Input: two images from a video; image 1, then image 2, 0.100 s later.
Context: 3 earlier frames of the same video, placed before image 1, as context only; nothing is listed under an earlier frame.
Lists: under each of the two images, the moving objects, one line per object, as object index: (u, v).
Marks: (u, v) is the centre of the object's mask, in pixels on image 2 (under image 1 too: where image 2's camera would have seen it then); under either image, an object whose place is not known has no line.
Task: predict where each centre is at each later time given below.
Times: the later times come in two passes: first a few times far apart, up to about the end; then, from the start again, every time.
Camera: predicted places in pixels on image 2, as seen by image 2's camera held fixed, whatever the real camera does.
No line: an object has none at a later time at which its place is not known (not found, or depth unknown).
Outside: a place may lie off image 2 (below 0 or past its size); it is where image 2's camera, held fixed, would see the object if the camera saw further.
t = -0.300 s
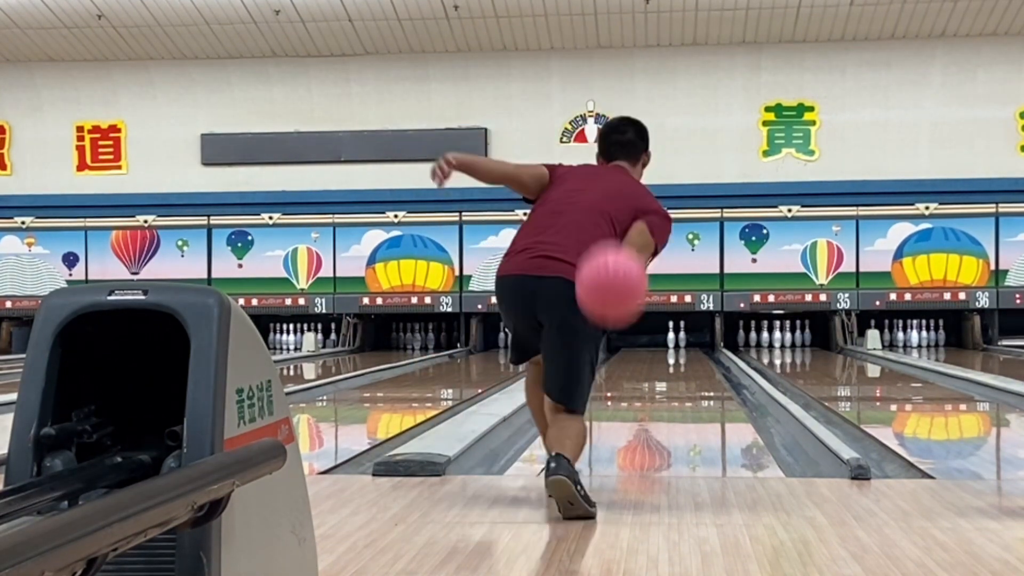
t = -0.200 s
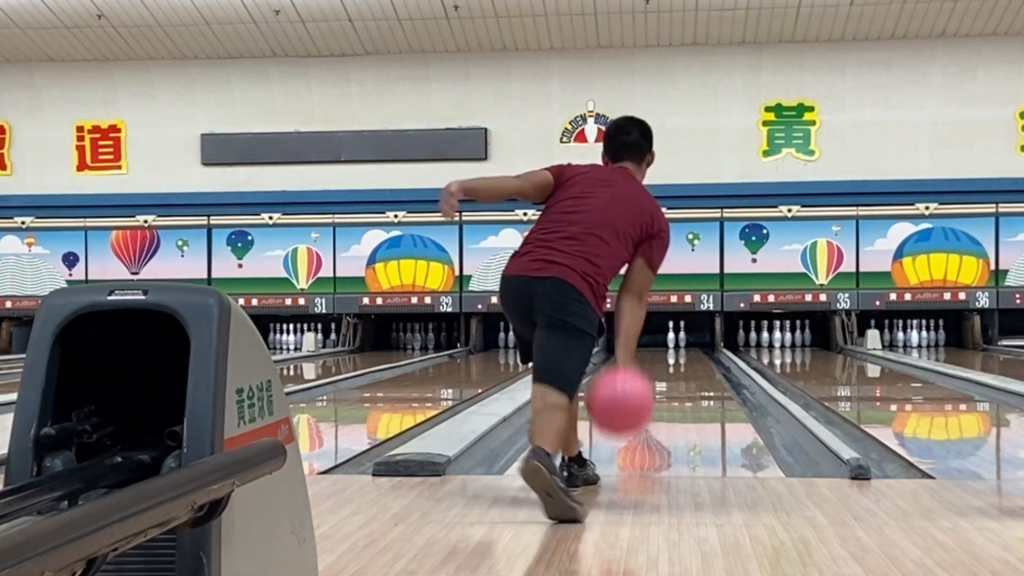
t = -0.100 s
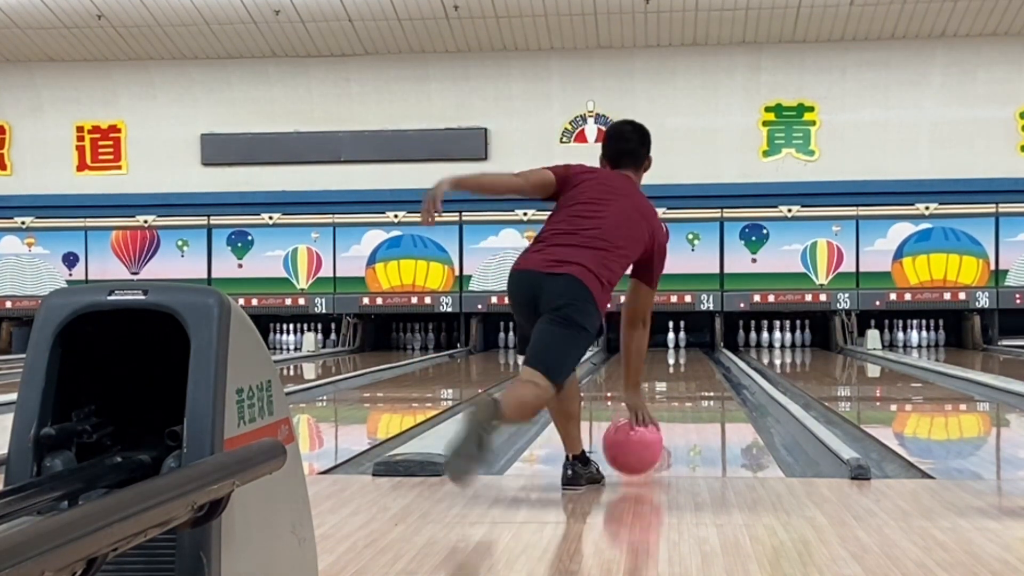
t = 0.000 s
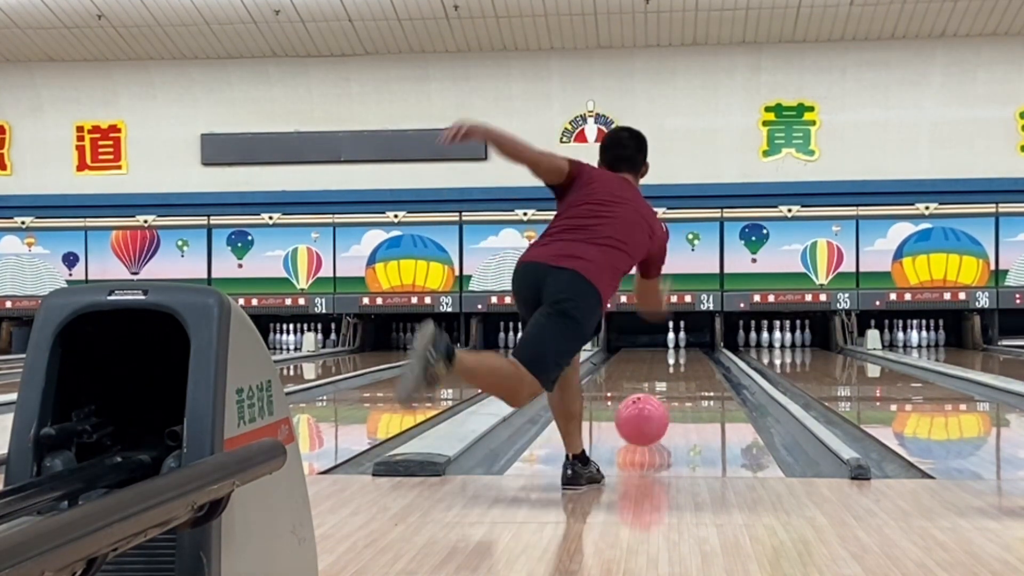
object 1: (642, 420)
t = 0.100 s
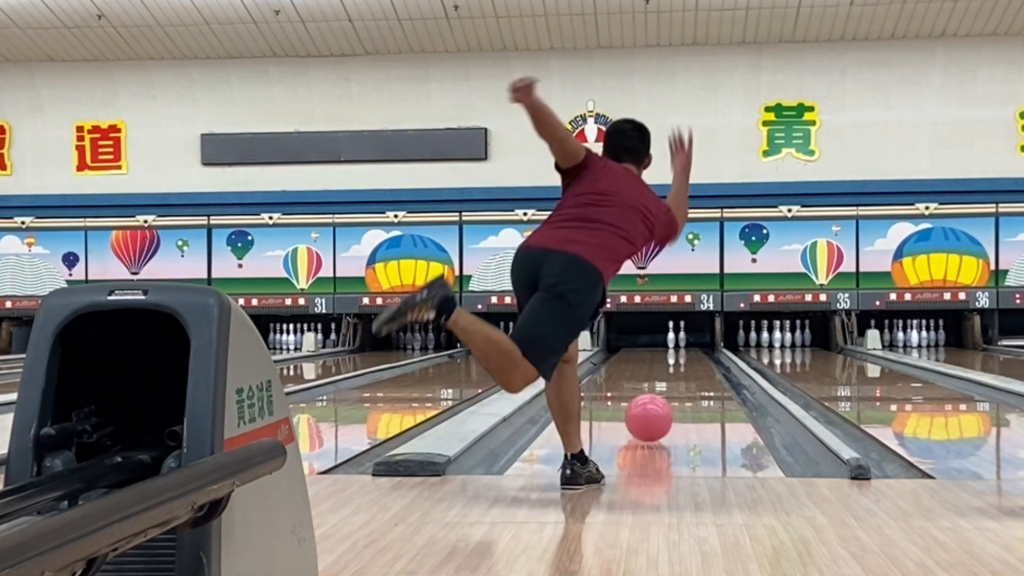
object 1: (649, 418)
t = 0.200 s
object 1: (654, 412)
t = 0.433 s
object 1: (663, 392)
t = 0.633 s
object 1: (668, 380)
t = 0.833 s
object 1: (675, 372)
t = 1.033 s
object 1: (676, 364)
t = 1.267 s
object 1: (678, 357)
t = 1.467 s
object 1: (680, 352)
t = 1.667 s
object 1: (682, 349)
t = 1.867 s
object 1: (682, 346)
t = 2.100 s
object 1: (683, 343)
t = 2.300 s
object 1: (685, 340)
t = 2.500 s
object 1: (699, 340)
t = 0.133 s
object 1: (651, 419)
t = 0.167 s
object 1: (652, 414)
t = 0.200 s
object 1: (654, 412)
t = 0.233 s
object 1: (655, 408)
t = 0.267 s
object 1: (657, 405)
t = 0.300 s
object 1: (659, 402)
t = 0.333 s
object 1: (660, 399)
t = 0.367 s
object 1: (661, 396)
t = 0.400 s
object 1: (662, 394)
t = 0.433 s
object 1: (663, 392)
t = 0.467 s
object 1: (664, 389)
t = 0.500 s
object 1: (665, 387)
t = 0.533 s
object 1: (666, 385)
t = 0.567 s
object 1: (667, 384)
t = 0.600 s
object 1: (668, 382)
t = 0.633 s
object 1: (668, 380)
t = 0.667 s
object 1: (669, 378)
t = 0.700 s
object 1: (670, 377)
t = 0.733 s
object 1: (671, 375)
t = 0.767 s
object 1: (671, 374)
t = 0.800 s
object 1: (673, 374)
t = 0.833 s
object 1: (675, 372)
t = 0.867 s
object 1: (673, 369)
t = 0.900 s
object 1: (674, 368)
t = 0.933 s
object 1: (674, 367)
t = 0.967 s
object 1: (675, 366)
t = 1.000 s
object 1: (675, 365)
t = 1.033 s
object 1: (676, 364)
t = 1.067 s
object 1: (676, 363)
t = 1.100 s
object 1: (677, 361)
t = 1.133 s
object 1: (677, 360)
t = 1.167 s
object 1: (677, 360)
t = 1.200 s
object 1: (678, 358)
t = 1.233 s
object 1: (678, 358)
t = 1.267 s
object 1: (678, 357)
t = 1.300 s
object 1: (679, 356)
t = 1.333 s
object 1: (678, 356)
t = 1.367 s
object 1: (680, 354)
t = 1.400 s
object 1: (680, 354)
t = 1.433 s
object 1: (680, 353)
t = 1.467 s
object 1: (680, 352)
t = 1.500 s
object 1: (681, 352)
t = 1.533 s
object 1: (681, 351)
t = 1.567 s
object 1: (681, 351)
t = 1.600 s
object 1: (681, 350)
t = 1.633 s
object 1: (682, 349)
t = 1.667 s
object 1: (682, 349)
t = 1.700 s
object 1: (682, 348)
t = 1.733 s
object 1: (682, 348)
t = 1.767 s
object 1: (682, 347)
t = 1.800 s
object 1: (682, 347)
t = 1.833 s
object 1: (682, 346)
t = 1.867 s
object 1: (682, 346)
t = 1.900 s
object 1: (682, 345)
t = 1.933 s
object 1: (683, 345)
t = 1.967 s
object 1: (683, 344)
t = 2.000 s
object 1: (683, 344)
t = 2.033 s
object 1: (683, 343)
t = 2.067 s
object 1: (683, 343)
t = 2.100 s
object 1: (683, 343)
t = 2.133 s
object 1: (683, 342)
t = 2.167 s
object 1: (683, 341)
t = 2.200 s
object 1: (683, 341)
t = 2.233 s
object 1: (682, 341)
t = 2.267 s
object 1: (683, 340)
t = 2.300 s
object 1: (685, 340)
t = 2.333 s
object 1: (687, 340)
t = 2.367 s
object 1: (690, 340)
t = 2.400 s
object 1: (692, 339)
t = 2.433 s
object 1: (695, 339)
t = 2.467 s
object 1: (697, 339)
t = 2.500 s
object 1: (699, 340)
